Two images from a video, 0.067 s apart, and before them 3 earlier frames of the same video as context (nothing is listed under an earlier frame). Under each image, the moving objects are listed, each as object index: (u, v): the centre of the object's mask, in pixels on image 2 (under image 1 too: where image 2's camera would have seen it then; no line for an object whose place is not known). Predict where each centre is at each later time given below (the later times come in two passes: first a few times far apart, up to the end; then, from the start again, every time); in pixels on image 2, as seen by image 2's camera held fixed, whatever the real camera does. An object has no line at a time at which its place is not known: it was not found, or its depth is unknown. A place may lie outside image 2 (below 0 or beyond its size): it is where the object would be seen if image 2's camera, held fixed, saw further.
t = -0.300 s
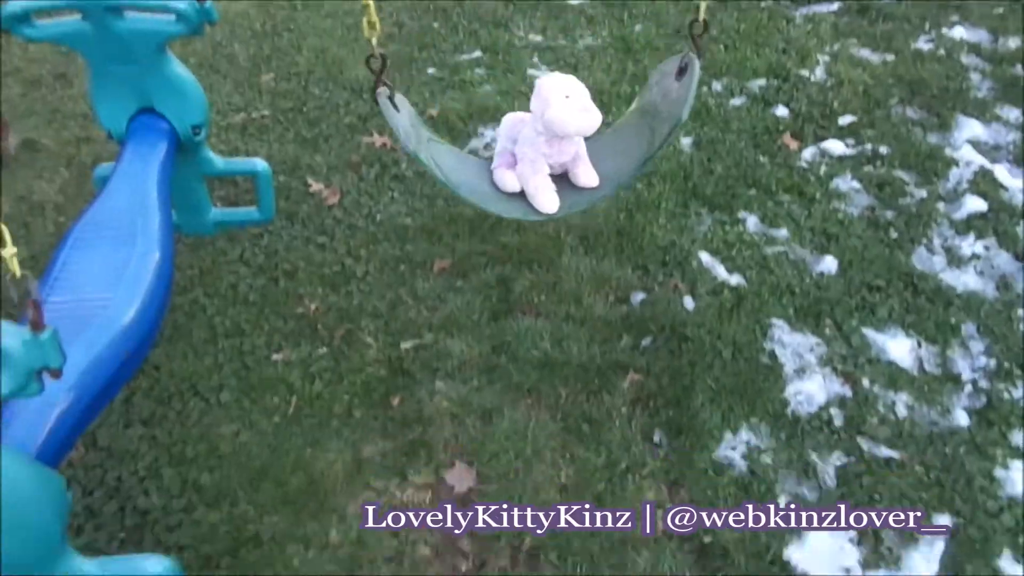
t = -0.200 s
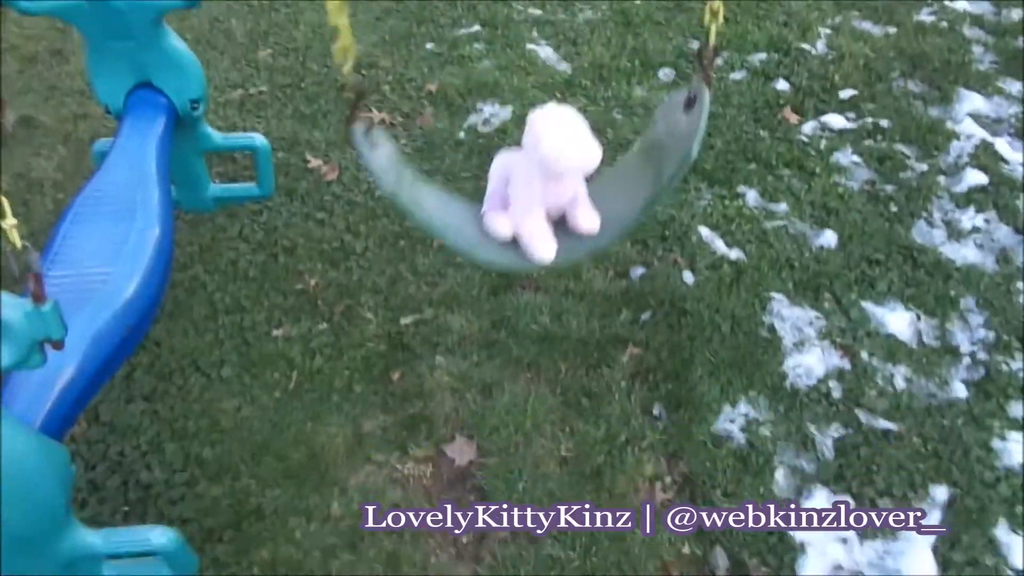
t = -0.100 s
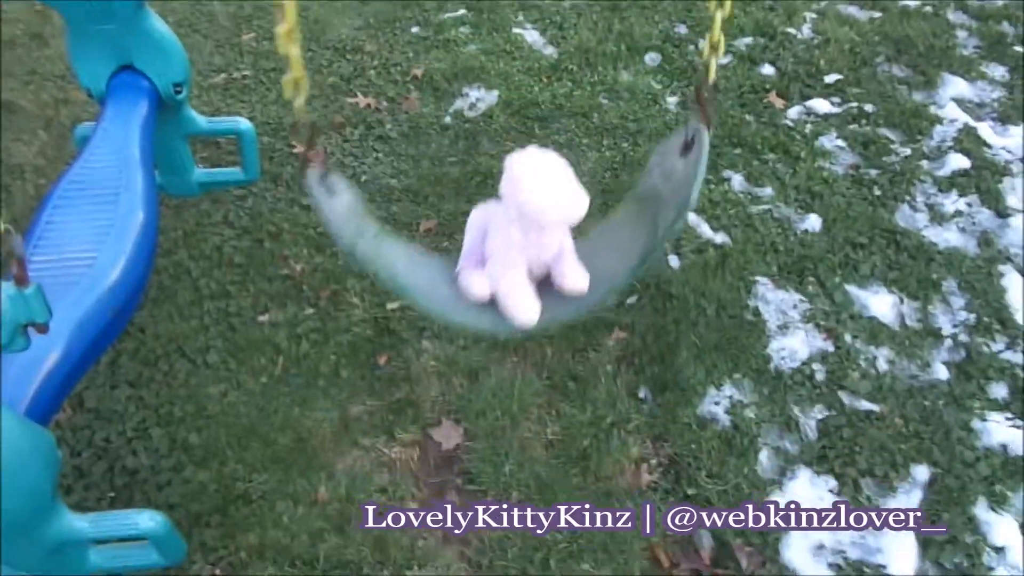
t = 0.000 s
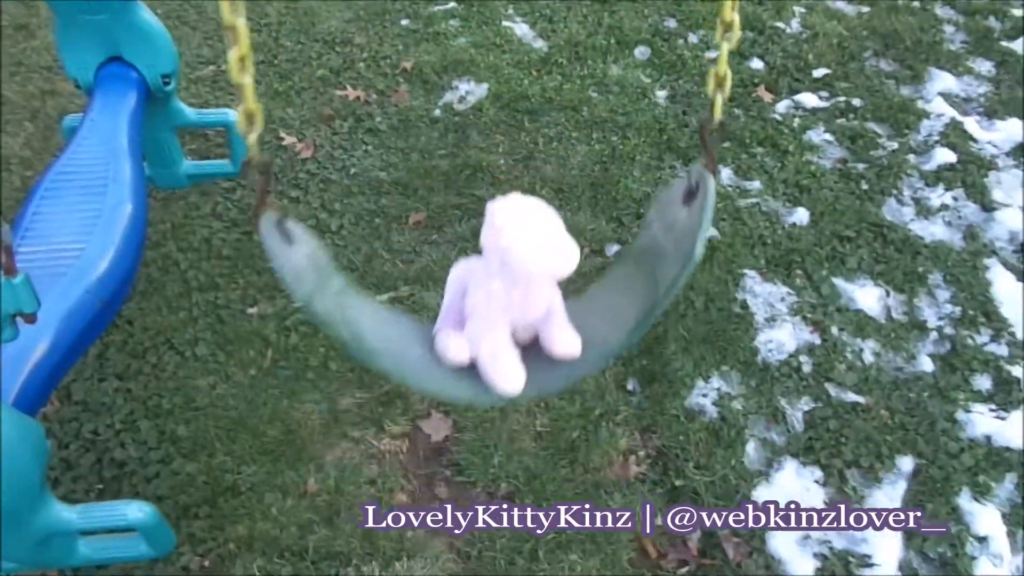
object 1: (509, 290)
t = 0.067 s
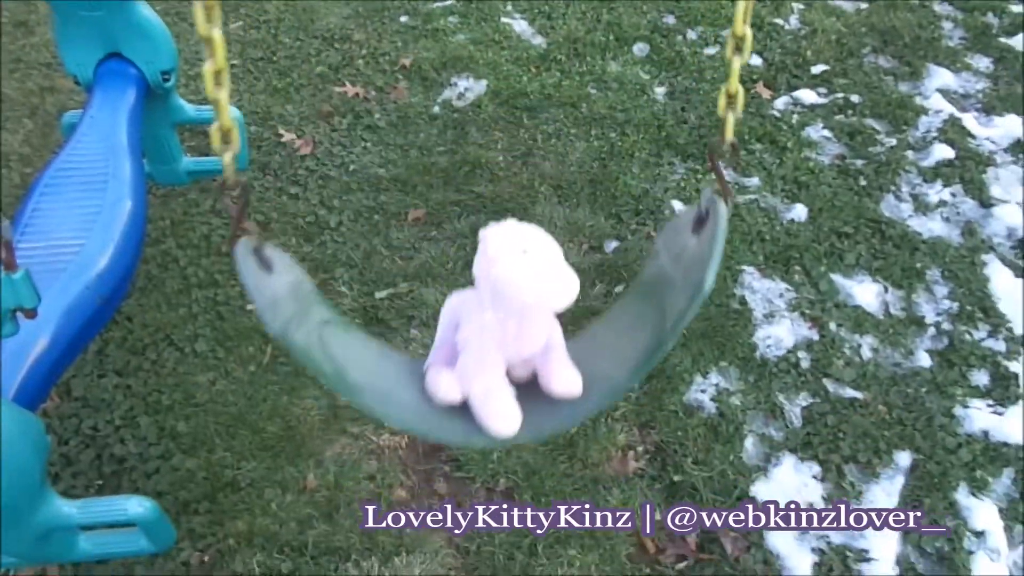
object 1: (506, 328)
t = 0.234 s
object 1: (501, 388)
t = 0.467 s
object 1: (503, 353)
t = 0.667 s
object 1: (512, 232)
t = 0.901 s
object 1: (520, 74)
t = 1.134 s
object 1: (523, -55)
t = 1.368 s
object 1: (520, -118)
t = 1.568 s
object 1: (515, -98)
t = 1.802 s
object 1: (510, 12)
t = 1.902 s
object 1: (509, 74)
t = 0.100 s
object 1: (504, 345)
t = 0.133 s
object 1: (503, 360)
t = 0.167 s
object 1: (502, 372)
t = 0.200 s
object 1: (501, 382)
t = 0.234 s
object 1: (501, 388)
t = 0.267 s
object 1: (500, 392)
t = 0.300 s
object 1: (500, 393)
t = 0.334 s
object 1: (500, 391)
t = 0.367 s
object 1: (501, 386)
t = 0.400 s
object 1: (501, 377)
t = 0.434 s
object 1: (502, 366)
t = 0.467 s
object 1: (503, 353)
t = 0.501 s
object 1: (504, 337)
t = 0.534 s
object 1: (506, 316)
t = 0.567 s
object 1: (507, 296)
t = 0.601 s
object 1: (509, 276)
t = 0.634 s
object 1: (510, 254)
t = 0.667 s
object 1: (512, 232)
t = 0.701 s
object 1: (513, 209)
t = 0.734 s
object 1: (515, 187)
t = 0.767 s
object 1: (516, 163)
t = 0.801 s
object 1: (518, 141)
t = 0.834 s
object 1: (518, 118)
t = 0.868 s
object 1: (520, 96)
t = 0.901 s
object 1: (520, 74)
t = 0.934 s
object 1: (521, 53)
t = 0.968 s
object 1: (521, 34)
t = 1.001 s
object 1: (523, 13)
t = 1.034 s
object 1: (523, -5)
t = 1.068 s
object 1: (523, -23)
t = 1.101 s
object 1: (522, -38)
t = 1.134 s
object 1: (523, -55)
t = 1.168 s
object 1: (522, -68)
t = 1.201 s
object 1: (522, -80)
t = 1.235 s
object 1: (521, -91)
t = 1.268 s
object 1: (521, -100)
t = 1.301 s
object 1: (521, -108)
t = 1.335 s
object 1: (520, -114)
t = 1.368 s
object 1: (520, -118)
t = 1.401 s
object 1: (519, -120)
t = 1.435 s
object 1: (518, -120)
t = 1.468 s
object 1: (517, -118)
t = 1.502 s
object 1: (516, -113)
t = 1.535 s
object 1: (516, -107)
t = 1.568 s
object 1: (515, -98)
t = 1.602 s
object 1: (513, -87)
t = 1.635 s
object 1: (512, -74)
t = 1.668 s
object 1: (511, -59)
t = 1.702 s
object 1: (511, -43)
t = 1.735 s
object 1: (510, -26)
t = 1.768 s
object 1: (510, -8)
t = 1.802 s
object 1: (510, 12)
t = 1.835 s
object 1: (509, 32)
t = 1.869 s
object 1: (509, 52)
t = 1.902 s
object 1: (509, 74)
